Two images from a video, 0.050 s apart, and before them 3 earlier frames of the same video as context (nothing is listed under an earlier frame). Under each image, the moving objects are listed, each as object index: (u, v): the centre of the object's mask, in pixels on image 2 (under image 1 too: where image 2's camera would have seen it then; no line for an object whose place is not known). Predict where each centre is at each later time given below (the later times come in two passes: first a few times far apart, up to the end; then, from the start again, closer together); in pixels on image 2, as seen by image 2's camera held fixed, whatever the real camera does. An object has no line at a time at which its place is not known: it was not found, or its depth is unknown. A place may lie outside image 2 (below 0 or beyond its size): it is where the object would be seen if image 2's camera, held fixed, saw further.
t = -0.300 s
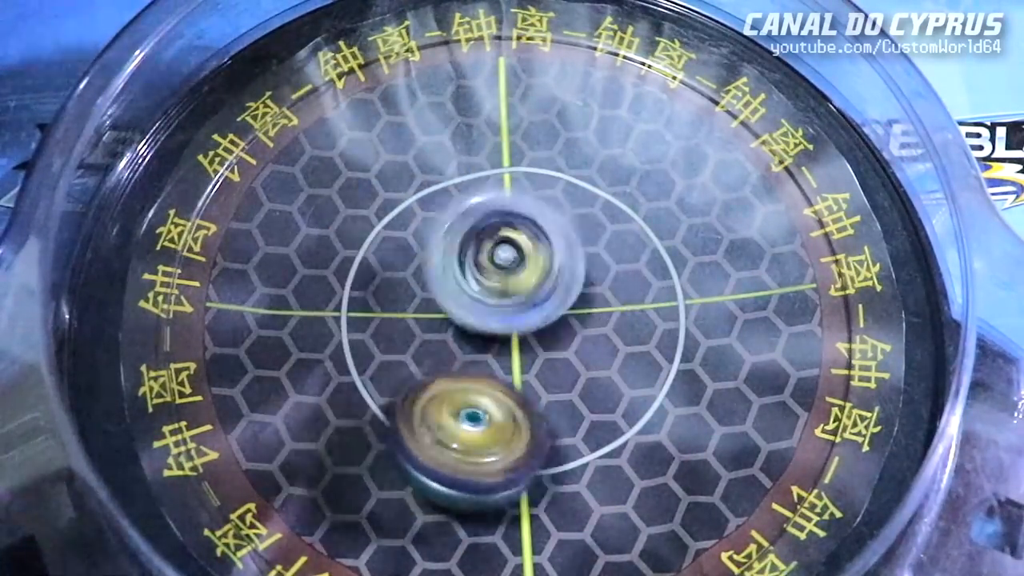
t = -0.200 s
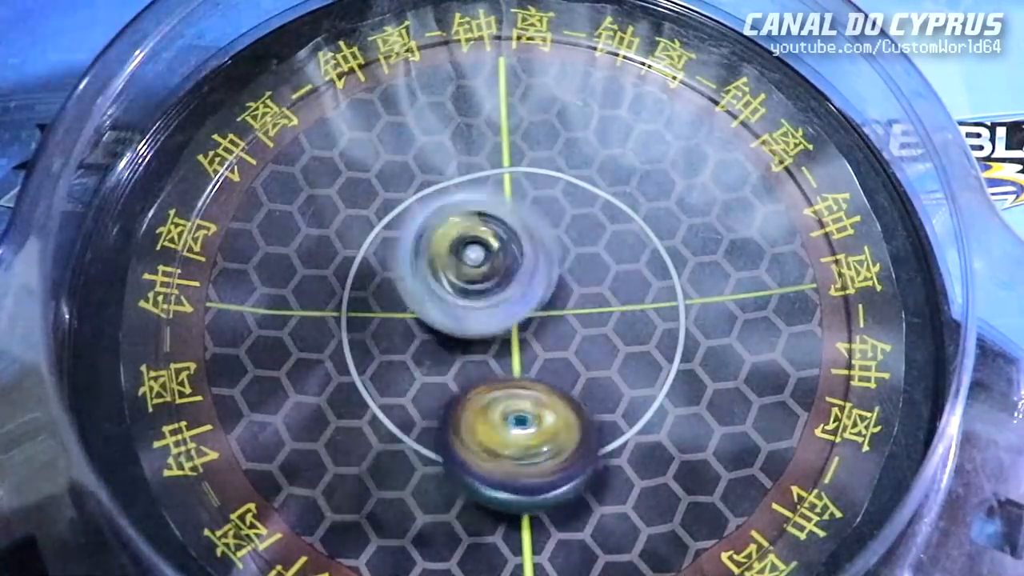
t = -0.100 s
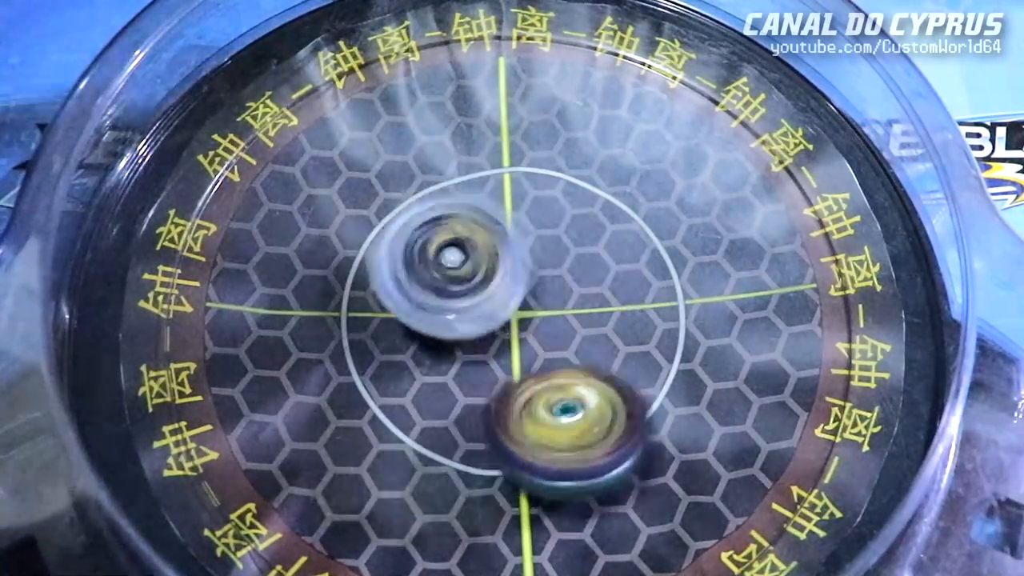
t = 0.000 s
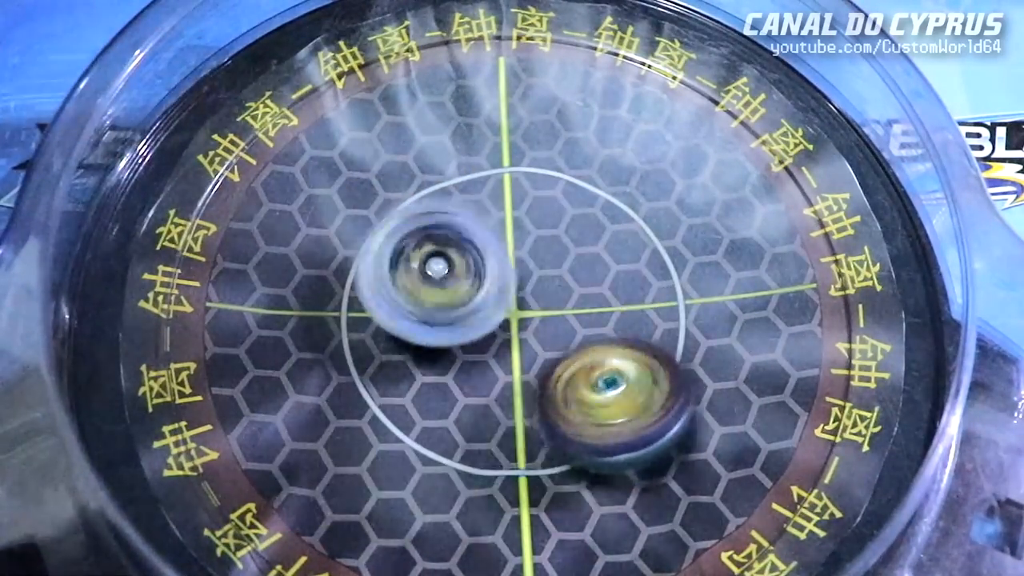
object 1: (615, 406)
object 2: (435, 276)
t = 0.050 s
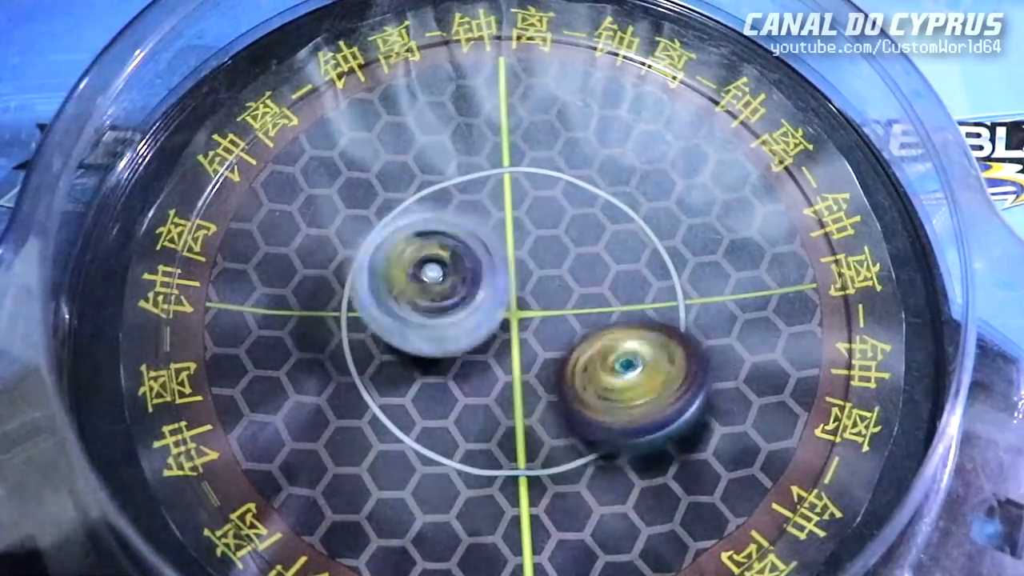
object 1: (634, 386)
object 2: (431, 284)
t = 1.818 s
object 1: (631, 394)
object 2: (452, 304)
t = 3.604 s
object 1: (653, 307)
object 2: (478, 325)
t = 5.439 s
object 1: (505, 211)
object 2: (480, 350)
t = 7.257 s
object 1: (607, 309)
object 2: (427, 379)
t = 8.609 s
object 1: (604, 296)
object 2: (457, 260)
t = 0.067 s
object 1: (639, 379)
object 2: (430, 285)
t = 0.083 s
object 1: (645, 372)
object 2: (430, 287)
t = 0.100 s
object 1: (648, 364)
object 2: (428, 288)
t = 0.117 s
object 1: (653, 356)
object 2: (430, 291)
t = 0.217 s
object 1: (668, 309)
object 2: (439, 303)
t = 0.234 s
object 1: (669, 301)
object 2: (439, 307)
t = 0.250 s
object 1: (669, 293)
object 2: (444, 308)
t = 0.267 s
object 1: (669, 286)
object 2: (449, 312)
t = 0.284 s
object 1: (667, 276)
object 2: (450, 313)
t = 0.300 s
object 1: (667, 268)
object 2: (456, 318)
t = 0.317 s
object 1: (666, 260)
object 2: (458, 317)
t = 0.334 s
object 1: (664, 253)
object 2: (465, 320)
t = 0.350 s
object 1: (662, 248)
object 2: (466, 321)
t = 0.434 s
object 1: (644, 219)
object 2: (492, 328)
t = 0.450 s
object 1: (639, 213)
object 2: (497, 332)
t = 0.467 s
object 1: (633, 207)
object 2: (503, 328)
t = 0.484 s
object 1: (627, 201)
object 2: (508, 333)
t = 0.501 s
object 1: (622, 197)
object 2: (513, 331)
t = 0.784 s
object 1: (496, 174)
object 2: (584, 319)
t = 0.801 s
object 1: (488, 174)
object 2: (587, 321)
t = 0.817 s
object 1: (480, 177)
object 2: (588, 316)
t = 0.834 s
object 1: (472, 178)
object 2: (591, 317)
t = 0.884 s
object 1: (450, 188)
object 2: (595, 309)
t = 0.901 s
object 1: (443, 191)
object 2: (597, 311)
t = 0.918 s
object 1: (436, 196)
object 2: (595, 302)
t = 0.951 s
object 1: (421, 206)
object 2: (596, 299)
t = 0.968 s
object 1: (415, 212)
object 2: (597, 299)
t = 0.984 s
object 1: (407, 218)
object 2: (593, 295)
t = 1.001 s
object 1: (401, 225)
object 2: (595, 295)
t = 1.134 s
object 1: (370, 284)
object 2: (580, 279)
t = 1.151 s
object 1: (368, 290)
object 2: (577, 276)
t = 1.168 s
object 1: (367, 300)
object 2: (573, 277)
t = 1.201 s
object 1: (366, 317)
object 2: (565, 275)
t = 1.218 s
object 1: (365, 326)
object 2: (559, 273)
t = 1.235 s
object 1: (365, 333)
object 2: (558, 269)
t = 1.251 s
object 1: (368, 342)
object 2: (552, 269)
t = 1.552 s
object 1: (483, 442)
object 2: (479, 273)
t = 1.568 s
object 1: (491, 443)
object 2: (476, 272)
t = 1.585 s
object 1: (504, 443)
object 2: (473, 276)
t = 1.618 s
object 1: (525, 443)
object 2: (468, 279)
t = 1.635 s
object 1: (535, 442)
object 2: (464, 280)
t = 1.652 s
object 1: (543, 441)
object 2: (462, 283)
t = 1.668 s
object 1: (554, 438)
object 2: (460, 285)
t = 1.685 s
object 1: (563, 434)
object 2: (458, 287)
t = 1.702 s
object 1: (575, 431)
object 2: (455, 288)
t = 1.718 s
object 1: (585, 427)
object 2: (455, 291)
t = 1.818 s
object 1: (631, 394)
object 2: (452, 304)
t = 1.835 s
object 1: (637, 386)
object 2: (449, 305)
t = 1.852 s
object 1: (644, 378)
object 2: (452, 309)
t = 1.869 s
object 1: (649, 371)
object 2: (452, 309)
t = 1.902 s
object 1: (657, 356)
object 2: (452, 314)
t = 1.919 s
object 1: (660, 348)
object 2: (457, 317)
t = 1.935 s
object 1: (665, 342)
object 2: (457, 319)
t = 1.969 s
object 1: (668, 322)
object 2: (461, 322)
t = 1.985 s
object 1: (669, 313)
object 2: (465, 326)
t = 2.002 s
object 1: (670, 305)
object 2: (467, 326)
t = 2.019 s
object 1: (669, 298)
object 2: (472, 329)
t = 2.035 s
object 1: (667, 289)
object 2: (472, 328)
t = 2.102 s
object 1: (661, 256)
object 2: (487, 333)
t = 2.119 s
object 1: (659, 251)
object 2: (493, 336)
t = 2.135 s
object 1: (654, 242)
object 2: (495, 335)
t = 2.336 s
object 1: (573, 183)
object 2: (542, 328)
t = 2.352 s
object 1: (565, 181)
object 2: (547, 330)
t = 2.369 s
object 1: (556, 176)
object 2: (548, 325)
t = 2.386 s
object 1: (549, 175)
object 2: (553, 328)
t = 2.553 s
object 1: (464, 183)
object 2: (570, 307)
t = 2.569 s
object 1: (455, 186)
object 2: (574, 301)
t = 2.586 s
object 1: (447, 191)
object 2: (570, 304)
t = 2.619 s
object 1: (436, 201)
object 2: (571, 298)
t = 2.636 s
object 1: (427, 205)
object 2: (577, 293)
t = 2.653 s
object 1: (422, 211)
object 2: (573, 290)
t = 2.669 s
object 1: (417, 221)
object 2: (577, 290)
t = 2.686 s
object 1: (409, 223)
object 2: (573, 287)
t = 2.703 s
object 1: (401, 229)
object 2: (575, 286)
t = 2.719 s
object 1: (396, 236)
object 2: (572, 283)
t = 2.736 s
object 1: (392, 244)
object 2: (573, 283)
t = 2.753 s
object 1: (387, 252)
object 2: (571, 279)
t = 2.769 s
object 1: (386, 262)
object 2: (569, 280)
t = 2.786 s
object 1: (381, 268)
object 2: (566, 274)
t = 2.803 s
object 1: (380, 277)
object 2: (564, 276)
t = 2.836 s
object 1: (375, 292)
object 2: (559, 273)
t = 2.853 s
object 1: (373, 300)
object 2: (557, 269)
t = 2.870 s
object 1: (375, 310)
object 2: (552, 271)
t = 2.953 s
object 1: (384, 355)
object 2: (540, 264)
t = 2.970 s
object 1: (387, 365)
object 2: (537, 264)
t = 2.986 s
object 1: (390, 372)
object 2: (535, 263)
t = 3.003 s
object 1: (394, 377)
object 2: (530, 264)
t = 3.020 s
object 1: (399, 385)
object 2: (527, 264)
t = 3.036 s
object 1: (410, 392)
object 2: (523, 264)
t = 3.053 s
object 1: (419, 400)
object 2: (521, 264)
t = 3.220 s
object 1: (506, 435)
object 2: (489, 274)
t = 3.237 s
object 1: (519, 436)
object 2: (487, 276)
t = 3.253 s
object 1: (528, 433)
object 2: (484, 278)
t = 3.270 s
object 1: (536, 433)
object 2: (482, 277)
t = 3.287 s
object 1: (546, 431)
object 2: (479, 282)
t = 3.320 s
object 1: (567, 424)
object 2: (477, 287)
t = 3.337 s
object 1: (574, 422)
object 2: (476, 286)
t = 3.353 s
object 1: (583, 417)
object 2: (472, 291)
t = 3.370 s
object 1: (593, 411)
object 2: (472, 294)
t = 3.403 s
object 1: (606, 402)
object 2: (470, 299)
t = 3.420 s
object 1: (615, 395)
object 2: (468, 298)
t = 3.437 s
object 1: (624, 388)
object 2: (470, 304)
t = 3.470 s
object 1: (635, 374)
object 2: (470, 308)
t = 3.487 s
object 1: (639, 367)
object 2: (469, 307)
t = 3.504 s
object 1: (644, 359)
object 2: (470, 313)
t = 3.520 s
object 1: (645, 352)
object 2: (472, 312)
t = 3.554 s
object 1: (651, 334)
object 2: (474, 316)
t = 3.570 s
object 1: (653, 323)
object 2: (473, 321)
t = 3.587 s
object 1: (655, 314)
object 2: (477, 322)
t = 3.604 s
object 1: (653, 307)
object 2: (478, 325)
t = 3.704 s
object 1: (644, 257)
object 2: (492, 332)
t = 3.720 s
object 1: (641, 250)
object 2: (497, 335)
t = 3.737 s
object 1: (636, 243)
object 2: (499, 335)
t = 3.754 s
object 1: (631, 236)
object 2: (504, 337)
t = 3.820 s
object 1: (608, 214)
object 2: (514, 338)
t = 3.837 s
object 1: (603, 209)
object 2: (520, 336)
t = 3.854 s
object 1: (593, 208)
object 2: (519, 337)
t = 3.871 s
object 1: (586, 200)
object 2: (525, 337)
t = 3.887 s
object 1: (579, 199)
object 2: (525, 335)
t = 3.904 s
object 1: (571, 195)
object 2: (532, 336)
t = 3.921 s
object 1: (560, 191)
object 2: (532, 332)
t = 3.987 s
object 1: (527, 185)
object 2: (544, 327)
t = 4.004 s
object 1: (522, 187)
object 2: (543, 328)
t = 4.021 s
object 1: (511, 184)
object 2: (547, 326)
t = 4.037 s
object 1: (504, 186)
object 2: (546, 325)
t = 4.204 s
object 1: (431, 225)
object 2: (558, 305)
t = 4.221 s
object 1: (424, 231)
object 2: (559, 301)
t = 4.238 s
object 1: (417, 238)
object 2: (564, 301)
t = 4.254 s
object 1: (410, 242)
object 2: (567, 295)
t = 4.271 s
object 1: (408, 250)
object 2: (568, 296)
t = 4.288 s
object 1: (405, 256)
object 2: (573, 290)
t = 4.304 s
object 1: (401, 263)
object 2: (572, 292)
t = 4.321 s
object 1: (401, 273)
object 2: (578, 292)
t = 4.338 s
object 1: (397, 281)
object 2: (579, 290)
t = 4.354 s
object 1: (396, 291)
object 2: (581, 289)
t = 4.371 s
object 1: (397, 301)
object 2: (579, 285)
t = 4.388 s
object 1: (396, 308)
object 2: (580, 287)
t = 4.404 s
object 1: (397, 316)
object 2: (579, 285)
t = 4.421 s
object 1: (398, 326)
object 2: (580, 288)
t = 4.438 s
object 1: (399, 333)
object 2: (581, 287)
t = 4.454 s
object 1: (403, 343)
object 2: (581, 284)
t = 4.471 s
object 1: (405, 349)
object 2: (581, 285)
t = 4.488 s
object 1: (410, 356)
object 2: (579, 281)
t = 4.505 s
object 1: (416, 365)
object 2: (579, 282)
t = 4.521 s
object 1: (419, 375)
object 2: (576, 280)
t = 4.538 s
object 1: (425, 381)
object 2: (574, 281)
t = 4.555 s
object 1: (435, 387)
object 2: (573, 278)
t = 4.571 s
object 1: (437, 393)
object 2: (571, 279)
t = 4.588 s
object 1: (446, 398)
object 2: (570, 277)
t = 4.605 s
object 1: (455, 403)
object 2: (565, 276)
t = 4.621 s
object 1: (464, 407)
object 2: (562, 278)
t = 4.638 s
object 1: (474, 412)
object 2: (560, 278)
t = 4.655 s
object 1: (482, 414)
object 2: (557, 280)
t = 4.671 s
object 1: (489, 416)
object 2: (556, 277)
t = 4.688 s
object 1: (500, 416)
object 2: (553, 278)
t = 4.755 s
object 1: (536, 422)
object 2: (535, 274)
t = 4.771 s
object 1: (547, 422)
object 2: (528, 274)
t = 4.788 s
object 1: (557, 422)
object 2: (524, 268)
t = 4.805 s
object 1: (562, 421)
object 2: (515, 268)
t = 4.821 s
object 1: (575, 414)
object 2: (513, 269)
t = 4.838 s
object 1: (584, 407)
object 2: (510, 266)
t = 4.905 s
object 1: (609, 384)
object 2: (501, 264)
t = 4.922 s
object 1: (614, 377)
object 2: (500, 263)
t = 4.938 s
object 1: (617, 370)
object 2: (494, 262)
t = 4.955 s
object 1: (621, 359)
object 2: (491, 261)
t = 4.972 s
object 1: (622, 352)
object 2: (485, 262)
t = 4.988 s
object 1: (625, 344)
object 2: (482, 263)
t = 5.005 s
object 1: (627, 336)
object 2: (476, 265)
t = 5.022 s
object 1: (629, 329)
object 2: (473, 268)
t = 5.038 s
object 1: (629, 320)
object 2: (472, 271)
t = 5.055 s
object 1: (627, 313)
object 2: (470, 272)
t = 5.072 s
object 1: (626, 305)
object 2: (468, 273)
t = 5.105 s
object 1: (621, 290)
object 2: (467, 277)
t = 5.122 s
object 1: (616, 282)
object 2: (460, 279)
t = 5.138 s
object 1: (618, 273)
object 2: (455, 284)
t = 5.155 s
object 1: (616, 267)
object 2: (450, 290)
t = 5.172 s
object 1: (614, 261)
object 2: (446, 293)
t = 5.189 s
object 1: (608, 252)
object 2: (448, 299)
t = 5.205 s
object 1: (601, 246)
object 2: (445, 304)
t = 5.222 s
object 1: (594, 242)
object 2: (448, 309)
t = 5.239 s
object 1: (588, 238)
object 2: (451, 309)
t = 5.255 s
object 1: (582, 236)
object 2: (449, 309)
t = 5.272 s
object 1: (577, 227)
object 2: (455, 313)
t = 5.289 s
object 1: (568, 227)
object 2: (455, 311)
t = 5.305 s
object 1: (563, 223)
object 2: (455, 316)
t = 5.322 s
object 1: (556, 217)
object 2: (460, 318)
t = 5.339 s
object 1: (548, 216)
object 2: (457, 320)
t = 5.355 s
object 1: (543, 217)
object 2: (461, 329)
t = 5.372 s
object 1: (536, 211)
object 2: (468, 330)
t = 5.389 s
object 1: (528, 212)
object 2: (466, 332)
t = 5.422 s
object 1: (513, 210)
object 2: (480, 346)
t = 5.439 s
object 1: (505, 211)
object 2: (480, 350)
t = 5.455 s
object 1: (498, 213)
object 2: (491, 354)
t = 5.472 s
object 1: (490, 214)
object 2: (493, 354)
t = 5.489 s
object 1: (483, 218)
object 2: (497, 359)
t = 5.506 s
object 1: (475, 225)
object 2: (507, 358)
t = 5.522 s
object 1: (469, 224)
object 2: (508, 357)
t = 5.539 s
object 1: (459, 228)
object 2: (520, 365)
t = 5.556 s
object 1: (446, 228)
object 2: (533, 368)
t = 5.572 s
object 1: (435, 232)
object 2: (542, 369)
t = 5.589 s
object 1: (429, 237)
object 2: (553, 372)
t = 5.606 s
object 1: (420, 239)
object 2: (570, 370)
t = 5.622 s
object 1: (413, 243)
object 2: (573, 370)
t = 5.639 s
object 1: (406, 251)
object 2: (584, 370)
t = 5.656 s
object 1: (401, 257)
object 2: (598, 365)
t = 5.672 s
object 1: (397, 262)
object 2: (603, 359)
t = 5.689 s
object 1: (395, 271)
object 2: (608, 359)
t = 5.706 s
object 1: (393, 276)
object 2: (620, 354)
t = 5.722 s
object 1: (392, 283)
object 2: (624, 345)
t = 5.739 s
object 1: (388, 290)
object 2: (625, 344)
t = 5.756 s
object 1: (389, 299)
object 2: (632, 340)
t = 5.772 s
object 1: (389, 305)
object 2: (636, 331)
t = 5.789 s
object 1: (389, 312)
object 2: (635, 326)
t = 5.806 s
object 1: (392, 321)
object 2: (640, 320)
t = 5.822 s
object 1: (393, 331)
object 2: (645, 310)
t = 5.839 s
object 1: (399, 338)
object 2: (639, 304)
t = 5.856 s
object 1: (401, 346)
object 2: (638, 302)
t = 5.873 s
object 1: (408, 355)
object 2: (639, 295)
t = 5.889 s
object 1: (410, 361)
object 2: (635, 284)
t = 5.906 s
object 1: (422, 373)
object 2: (628, 281)
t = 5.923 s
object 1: (426, 379)
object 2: (631, 277)
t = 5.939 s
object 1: (431, 385)
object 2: (627, 268)
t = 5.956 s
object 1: (439, 392)
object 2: (619, 264)
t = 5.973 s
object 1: (445, 398)
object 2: (612, 261)
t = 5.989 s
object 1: (455, 403)
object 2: (608, 256)
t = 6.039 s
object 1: (480, 416)
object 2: (583, 243)
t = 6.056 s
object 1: (486, 420)
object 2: (577, 239)
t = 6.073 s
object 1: (500, 425)
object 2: (565, 235)
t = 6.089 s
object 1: (508, 427)
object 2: (552, 233)
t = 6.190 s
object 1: (556, 437)
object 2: (489, 234)
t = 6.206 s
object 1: (560, 437)
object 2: (477, 237)
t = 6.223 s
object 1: (571, 435)
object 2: (467, 240)
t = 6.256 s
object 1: (578, 432)
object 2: (451, 249)
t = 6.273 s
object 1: (584, 430)
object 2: (439, 252)
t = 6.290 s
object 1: (591, 425)
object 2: (431, 259)
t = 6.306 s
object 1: (594, 422)
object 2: (425, 266)
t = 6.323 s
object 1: (593, 418)
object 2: (421, 271)
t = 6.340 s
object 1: (597, 414)
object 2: (415, 277)
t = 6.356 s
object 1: (603, 408)
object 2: (409, 288)
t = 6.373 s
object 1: (608, 403)
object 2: (409, 297)
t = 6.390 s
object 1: (608, 398)
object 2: (408, 302)
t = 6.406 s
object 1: (610, 392)
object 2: (404, 307)
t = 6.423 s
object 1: (615, 386)
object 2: (402, 319)
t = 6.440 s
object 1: (619, 377)
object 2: (404, 328)
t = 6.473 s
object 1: (622, 364)
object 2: (404, 337)
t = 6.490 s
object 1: (621, 358)
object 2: (406, 347)
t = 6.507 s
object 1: (624, 351)
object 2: (416, 354)
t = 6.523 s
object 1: (627, 343)
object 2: (422, 360)
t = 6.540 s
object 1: (631, 334)
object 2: (422, 364)
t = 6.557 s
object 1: (635, 325)
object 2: (425, 368)
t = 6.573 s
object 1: (639, 319)
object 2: (437, 376)
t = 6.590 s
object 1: (640, 311)
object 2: (447, 380)
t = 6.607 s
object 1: (642, 305)
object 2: (452, 383)
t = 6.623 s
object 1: (645, 300)
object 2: (457, 387)
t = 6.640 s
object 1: (647, 296)
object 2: (470, 388)
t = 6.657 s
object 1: (650, 291)
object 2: (486, 386)
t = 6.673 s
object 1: (653, 288)
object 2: (493, 386)
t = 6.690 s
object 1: (657, 287)
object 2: (498, 386)
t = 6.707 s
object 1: (660, 286)
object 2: (508, 386)
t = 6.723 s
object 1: (662, 286)
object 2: (523, 380)
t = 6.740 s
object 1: (663, 286)
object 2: (532, 378)
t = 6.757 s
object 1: (663, 286)
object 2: (539, 374)
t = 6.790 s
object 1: (666, 278)
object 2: (551, 372)
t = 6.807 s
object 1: (668, 273)
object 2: (554, 369)
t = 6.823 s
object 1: (666, 271)
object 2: (554, 366)
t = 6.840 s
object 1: (665, 272)
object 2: (550, 369)
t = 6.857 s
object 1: (663, 270)
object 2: (547, 369)
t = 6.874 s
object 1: (662, 269)
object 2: (547, 369)
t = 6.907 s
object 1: (655, 269)
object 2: (551, 357)
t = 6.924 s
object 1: (653, 268)
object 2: (548, 353)
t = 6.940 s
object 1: (650, 266)
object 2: (539, 355)
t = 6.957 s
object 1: (647, 266)
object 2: (533, 357)
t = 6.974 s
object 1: (645, 266)
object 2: (531, 357)
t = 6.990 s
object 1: (642, 267)
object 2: (528, 355)
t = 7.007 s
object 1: (639, 268)
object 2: (524, 353)
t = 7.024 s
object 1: (636, 267)
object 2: (516, 354)
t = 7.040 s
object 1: (632, 266)
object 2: (506, 355)
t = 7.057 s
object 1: (628, 268)
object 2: (497, 356)
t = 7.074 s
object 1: (627, 269)
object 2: (488, 358)
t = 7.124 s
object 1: (619, 276)
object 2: (464, 365)
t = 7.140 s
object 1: (617, 278)
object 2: (457, 368)
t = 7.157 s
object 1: (614, 283)
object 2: (452, 370)
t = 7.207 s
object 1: (609, 295)
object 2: (438, 374)
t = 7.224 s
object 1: (607, 298)
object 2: (434, 375)
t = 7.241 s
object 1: (606, 302)
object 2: (430, 378)
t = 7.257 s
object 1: (607, 309)
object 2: (427, 379)
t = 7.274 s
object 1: (608, 313)
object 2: (426, 380)
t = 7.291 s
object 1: (610, 318)
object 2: (428, 380)
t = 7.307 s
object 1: (612, 320)
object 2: (432, 381)
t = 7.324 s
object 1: (614, 323)
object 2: (431, 381)
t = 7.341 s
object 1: (616, 325)
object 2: (432, 379)
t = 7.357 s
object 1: (618, 326)
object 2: (431, 378)
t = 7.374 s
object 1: (619, 327)
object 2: (429, 379)
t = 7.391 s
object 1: (619, 327)
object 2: (428, 379)
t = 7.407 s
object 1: (619, 327)
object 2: (433, 380)
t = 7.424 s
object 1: (619, 326)
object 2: (436, 379)
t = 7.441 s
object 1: (617, 325)
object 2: (439, 375)
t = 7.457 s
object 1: (616, 325)
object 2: (445, 367)
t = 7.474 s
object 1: (614, 323)
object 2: (449, 361)
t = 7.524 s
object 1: (607, 314)
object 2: (458, 351)
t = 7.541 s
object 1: (606, 310)
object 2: (461, 348)
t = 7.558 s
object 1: (607, 308)
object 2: (464, 345)
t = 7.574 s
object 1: (606, 304)
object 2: (468, 341)
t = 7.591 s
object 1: (606, 298)
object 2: (470, 335)
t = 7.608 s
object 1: (607, 296)
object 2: (473, 327)
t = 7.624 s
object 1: (609, 293)
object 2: (476, 317)
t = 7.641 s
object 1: (610, 291)
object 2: (476, 309)
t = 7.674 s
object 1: (610, 289)
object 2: (474, 298)
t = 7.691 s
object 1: (611, 287)
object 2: (473, 293)
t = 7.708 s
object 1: (611, 285)
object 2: (473, 289)
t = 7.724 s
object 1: (612, 284)
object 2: (477, 285)
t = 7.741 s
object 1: (613, 282)
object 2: (480, 279)
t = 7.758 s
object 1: (613, 282)
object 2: (480, 272)
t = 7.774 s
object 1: (614, 281)
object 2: (480, 266)
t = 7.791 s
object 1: (614, 280)
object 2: (479, 259)
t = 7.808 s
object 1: (614, 280)
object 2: (479, 252)
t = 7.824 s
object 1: (614, 281)
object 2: (477, 249)
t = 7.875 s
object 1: (613, 282)
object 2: (473, 244)
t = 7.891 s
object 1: (612, 283)
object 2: (473, 244)
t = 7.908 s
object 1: (611, 284)
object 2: (471, 242)
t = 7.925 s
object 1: (610, 285)
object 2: (470, 240)
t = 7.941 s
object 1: (609, 286)
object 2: (469, 239)
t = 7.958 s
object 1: (609, 287)
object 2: (468, 238)
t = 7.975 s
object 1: (609, 289)
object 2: (468, 240)
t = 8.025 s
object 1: (606, 294)
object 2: (464, 245)
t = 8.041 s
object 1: (604, 297)
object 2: (462, 246)
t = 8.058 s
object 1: (604, 299)
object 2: (460, 246)
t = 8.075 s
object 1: (604, 303)
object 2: (460, 246)
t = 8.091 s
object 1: (604, 307)
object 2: (460, 247)
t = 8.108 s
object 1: (604, 309)
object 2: (459, 248)
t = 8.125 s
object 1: (604, 311)
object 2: (459, 249)
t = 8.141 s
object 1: (605, 313)
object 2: (459, 250)
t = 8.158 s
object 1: (606, 315)
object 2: (459, 253)
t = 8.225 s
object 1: (609, 322)
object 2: (458, 260)
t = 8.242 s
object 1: (610, 323)
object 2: (457, 262)
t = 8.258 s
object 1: (610, 322)
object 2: (455, 263)
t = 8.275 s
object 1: (610, 322)
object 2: (455, 263)
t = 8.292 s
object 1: (610, 322)
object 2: (454, 264)
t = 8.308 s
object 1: (609, 321)
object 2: (454, 264)
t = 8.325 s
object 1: (608, 320)
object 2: (454, 264)
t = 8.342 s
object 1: (608, 319)
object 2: (454, 264)
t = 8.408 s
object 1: (604, 311)
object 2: (456, 259)
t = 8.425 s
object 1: (604, 309)
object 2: (456, 258)
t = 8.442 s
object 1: (603, 308)
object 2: (456, 257)
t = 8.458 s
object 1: (603, 306)
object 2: (456, 256)
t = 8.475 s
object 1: (603, 303)
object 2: (456, 255)
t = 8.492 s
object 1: (603, 302)
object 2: (456, 255)
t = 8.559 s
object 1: (604, 298)
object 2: (457, 257)
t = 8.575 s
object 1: (604, 296)
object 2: (456, 258)
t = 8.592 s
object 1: (604, 296)
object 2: (456, 259)
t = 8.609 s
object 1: (604, 296)
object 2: (457, 260)
